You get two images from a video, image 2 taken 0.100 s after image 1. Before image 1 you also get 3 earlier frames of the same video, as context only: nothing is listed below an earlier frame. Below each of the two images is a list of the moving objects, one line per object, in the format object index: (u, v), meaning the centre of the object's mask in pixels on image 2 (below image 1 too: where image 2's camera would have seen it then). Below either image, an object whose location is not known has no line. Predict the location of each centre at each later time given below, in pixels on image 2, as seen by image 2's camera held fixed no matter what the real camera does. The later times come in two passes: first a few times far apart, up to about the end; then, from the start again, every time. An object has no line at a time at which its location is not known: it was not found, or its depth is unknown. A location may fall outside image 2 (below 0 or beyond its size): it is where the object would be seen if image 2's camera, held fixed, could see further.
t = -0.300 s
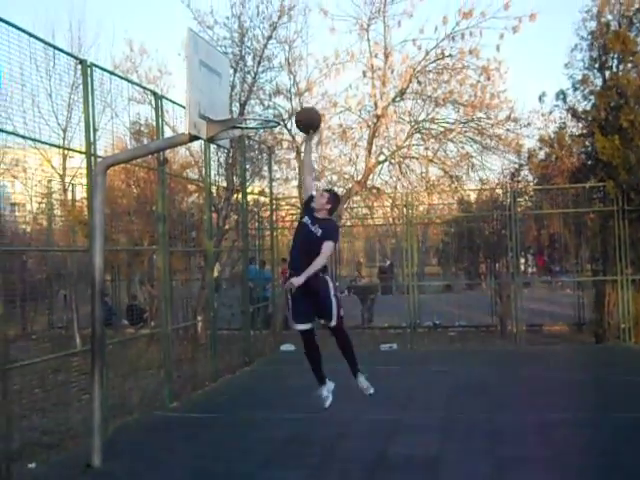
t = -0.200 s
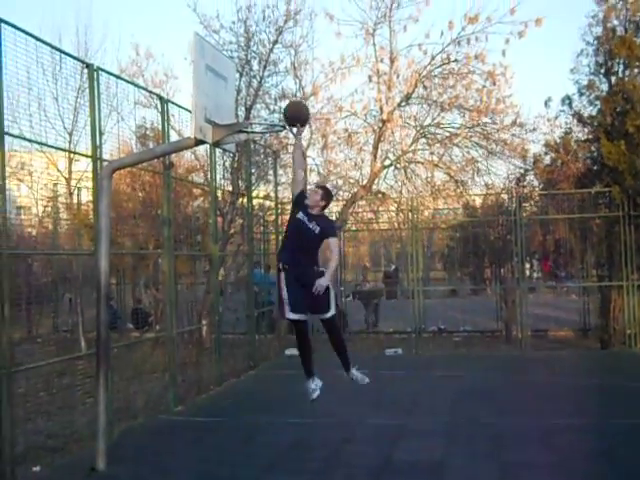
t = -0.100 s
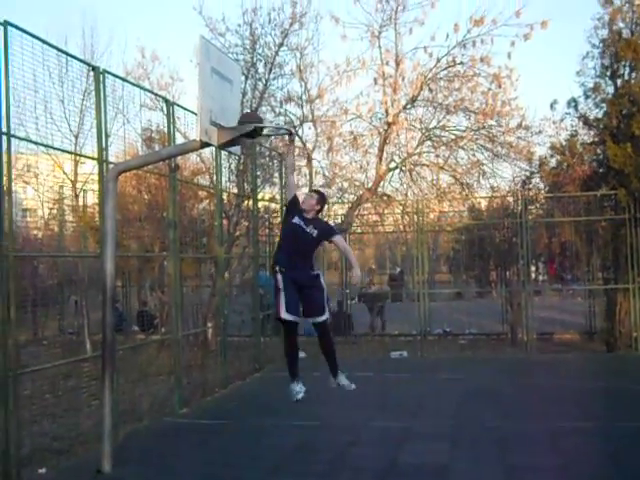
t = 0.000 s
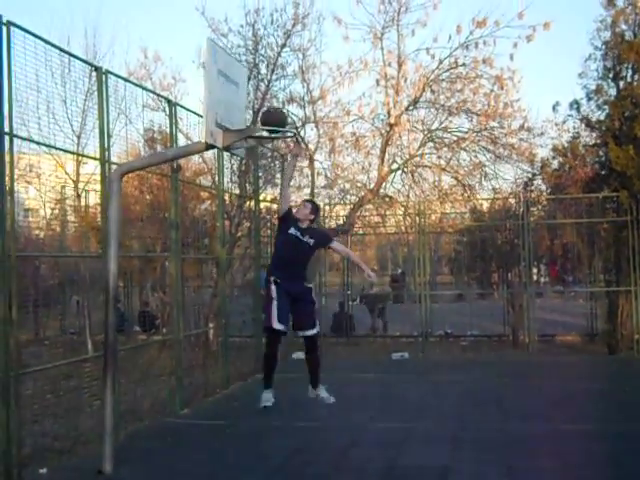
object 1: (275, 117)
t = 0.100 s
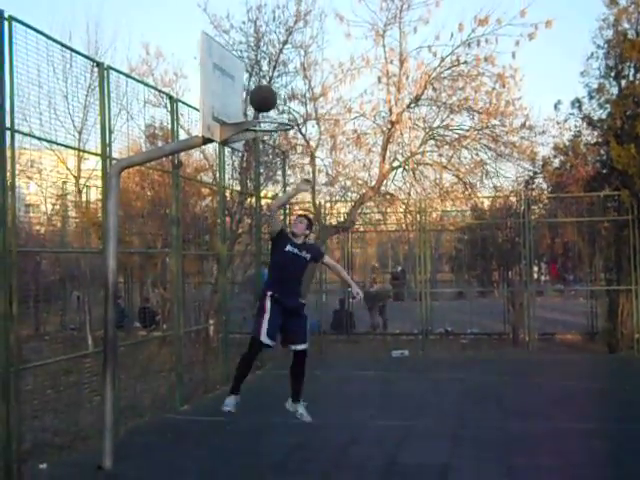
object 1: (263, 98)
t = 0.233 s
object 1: (246, 91)
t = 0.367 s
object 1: (228, 104)
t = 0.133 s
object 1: (259, 95)
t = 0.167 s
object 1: (254, 92)
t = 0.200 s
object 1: (250, 91)
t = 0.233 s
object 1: (246, 91)
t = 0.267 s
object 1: (241, 92)
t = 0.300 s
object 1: (237, 95)
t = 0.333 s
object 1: (232, 99)
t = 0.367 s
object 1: (228, 104)
